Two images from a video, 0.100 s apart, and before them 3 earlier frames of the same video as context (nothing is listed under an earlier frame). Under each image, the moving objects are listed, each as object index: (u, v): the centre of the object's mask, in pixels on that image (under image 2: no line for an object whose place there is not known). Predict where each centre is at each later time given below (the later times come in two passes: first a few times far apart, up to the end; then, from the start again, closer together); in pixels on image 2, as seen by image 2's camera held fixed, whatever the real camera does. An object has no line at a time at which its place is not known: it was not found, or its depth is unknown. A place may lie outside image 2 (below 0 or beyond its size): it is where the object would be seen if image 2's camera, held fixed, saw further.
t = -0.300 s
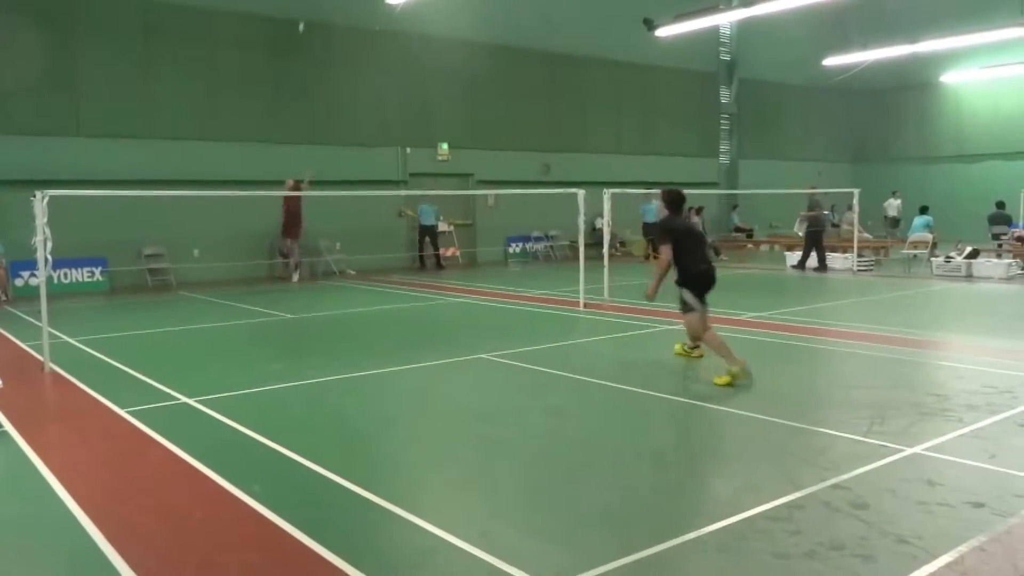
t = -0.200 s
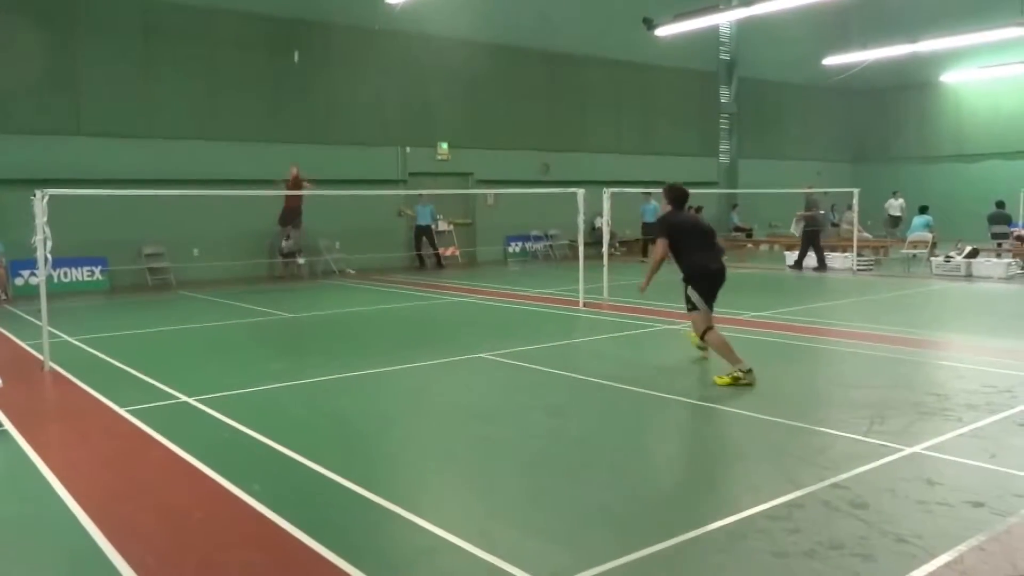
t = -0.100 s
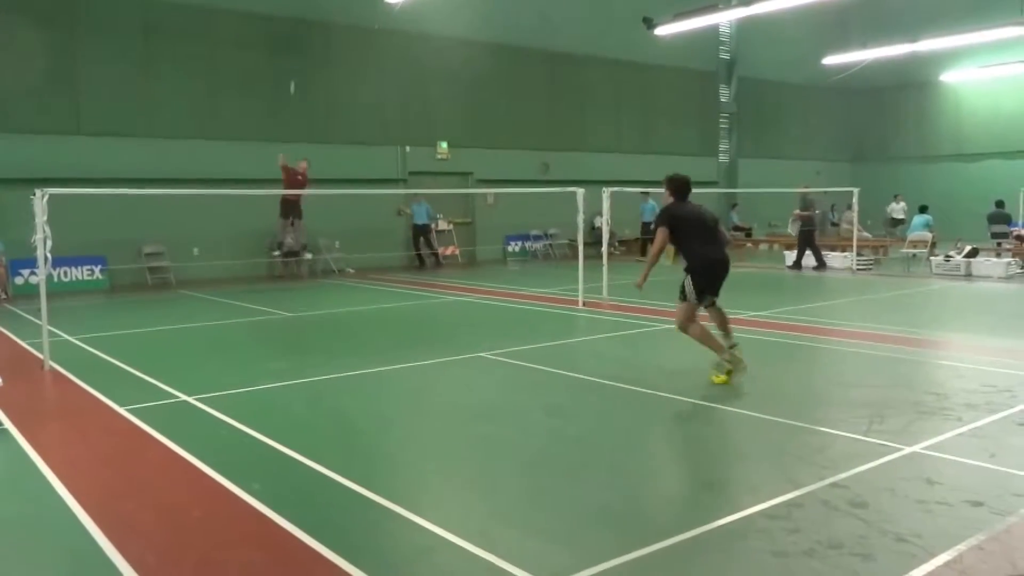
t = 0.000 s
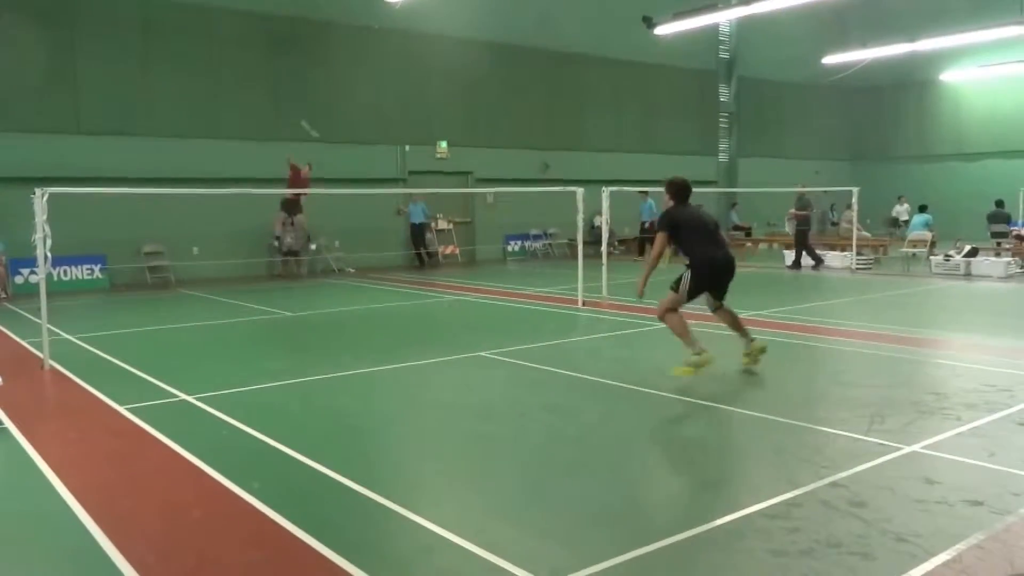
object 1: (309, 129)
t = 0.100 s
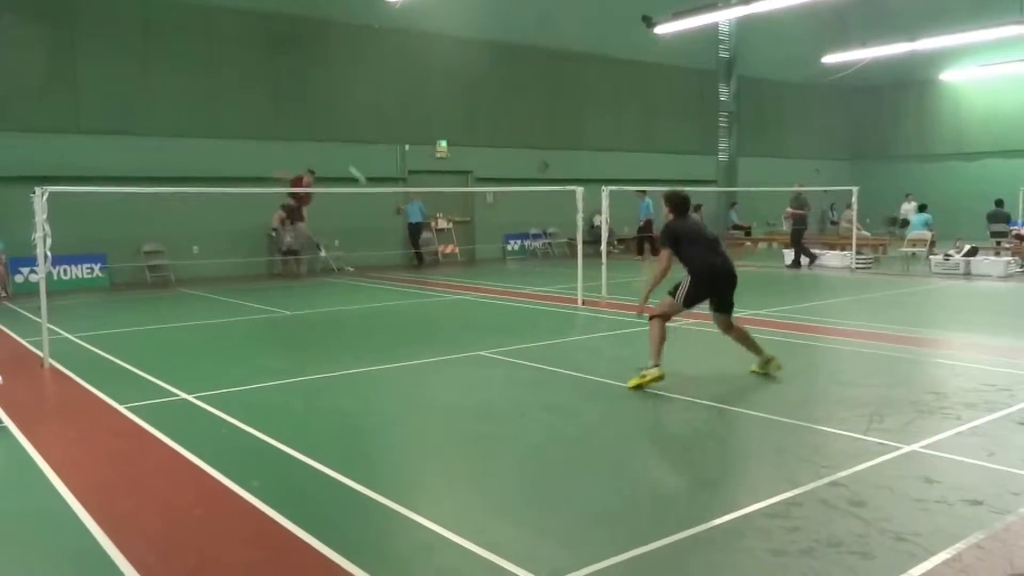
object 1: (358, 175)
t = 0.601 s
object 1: (550, 425)
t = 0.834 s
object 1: (621, 483)
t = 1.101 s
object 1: (677, 509)
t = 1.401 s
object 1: (717, 524)
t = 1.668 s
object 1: (704, 533)
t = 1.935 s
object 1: (683, 530)
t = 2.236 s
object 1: (675, 524)
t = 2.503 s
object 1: (675, 523)
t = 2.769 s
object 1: (677, 521)
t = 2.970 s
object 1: (677, 521)
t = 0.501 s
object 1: (526, 427)
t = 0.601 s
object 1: (550, 425)
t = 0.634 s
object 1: (559, 428)
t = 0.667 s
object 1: (570, 434)
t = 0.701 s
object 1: (579, 440)
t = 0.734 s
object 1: (590, 449)
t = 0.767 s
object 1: (601, 461)
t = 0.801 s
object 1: (611, 473)
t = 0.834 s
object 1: (621, 483)
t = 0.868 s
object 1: (630, 482)
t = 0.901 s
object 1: (636, 485)
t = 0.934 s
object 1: (645, 490)
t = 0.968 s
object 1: (652, 496)
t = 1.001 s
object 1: (659, 501)
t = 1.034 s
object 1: (665, 504)
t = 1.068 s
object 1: (671, 507)
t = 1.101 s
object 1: (677, 509)
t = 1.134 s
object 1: (683, 511)
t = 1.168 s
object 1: (688, 514)
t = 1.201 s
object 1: (695, 514)
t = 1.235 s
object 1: (701, 514)
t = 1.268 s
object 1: (707, 516)
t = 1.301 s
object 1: (712, 519)
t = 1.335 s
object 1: (715, 521)
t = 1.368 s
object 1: (716, 523)
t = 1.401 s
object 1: (717, 524)
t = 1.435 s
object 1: (717, 526)
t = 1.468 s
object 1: (718, 528)
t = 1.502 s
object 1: (716, 528)
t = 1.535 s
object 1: (715, 529)
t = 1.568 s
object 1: (713, 530)
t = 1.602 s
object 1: (711, 531)
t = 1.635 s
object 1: (707, 531)
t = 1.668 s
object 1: (704, 533)
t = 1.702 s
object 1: (701, 533)
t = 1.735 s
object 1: (698, 533)
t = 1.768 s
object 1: (695, 533)
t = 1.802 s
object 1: (692, 533)
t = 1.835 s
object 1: (690, 533)
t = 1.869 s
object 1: (687, 533)
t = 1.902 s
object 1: (686, 531)
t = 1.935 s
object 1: (683, 530)
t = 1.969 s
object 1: (682, 529)
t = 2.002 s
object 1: (680, 528)
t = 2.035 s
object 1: (679, 528)
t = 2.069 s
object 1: (679, 528)
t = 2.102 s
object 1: (677, 527)
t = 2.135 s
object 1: (677, 526)
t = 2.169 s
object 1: (676, 525)
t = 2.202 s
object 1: (676, 525)
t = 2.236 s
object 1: (675, 524)
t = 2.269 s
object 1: (675, 524)
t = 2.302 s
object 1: (674, 524)
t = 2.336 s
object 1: (675, 524)
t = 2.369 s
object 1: (675, 524)
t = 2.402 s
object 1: (675, 524)
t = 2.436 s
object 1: (675, 524)
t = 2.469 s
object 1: (675, 524)
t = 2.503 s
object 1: (675, 523)
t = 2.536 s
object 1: (675, 523)
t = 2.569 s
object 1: (675, 523)
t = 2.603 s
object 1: (675, 523)
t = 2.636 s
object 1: (676, 522)
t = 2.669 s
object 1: (676, 523)
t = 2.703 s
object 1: (676, 523)
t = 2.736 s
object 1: (676, 522)
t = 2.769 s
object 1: (677, 521)
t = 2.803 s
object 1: (677, 522)
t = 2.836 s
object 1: (677, 521)
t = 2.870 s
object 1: (677, 522)
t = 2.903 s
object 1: (677, 522)
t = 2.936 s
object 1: (677, 521)
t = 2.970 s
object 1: (677, 521)
